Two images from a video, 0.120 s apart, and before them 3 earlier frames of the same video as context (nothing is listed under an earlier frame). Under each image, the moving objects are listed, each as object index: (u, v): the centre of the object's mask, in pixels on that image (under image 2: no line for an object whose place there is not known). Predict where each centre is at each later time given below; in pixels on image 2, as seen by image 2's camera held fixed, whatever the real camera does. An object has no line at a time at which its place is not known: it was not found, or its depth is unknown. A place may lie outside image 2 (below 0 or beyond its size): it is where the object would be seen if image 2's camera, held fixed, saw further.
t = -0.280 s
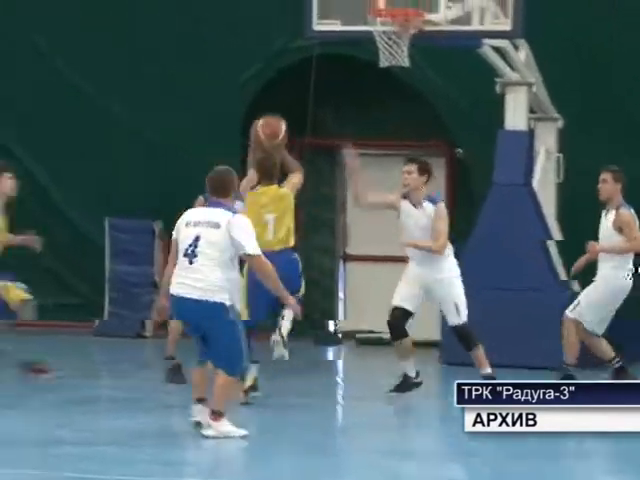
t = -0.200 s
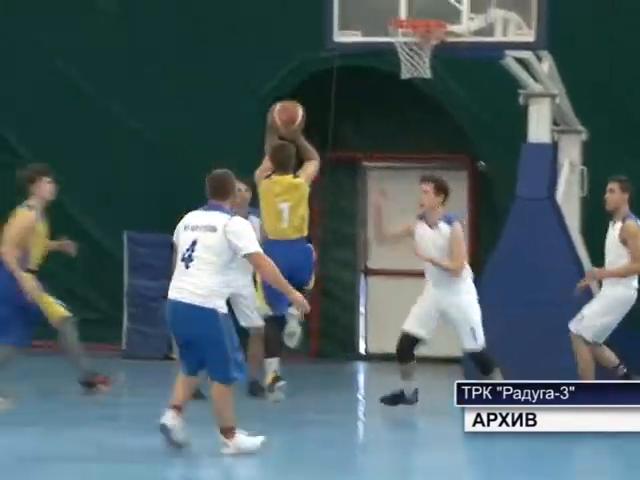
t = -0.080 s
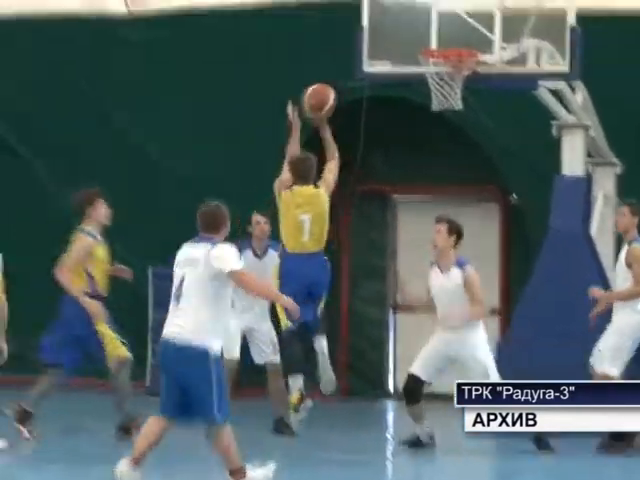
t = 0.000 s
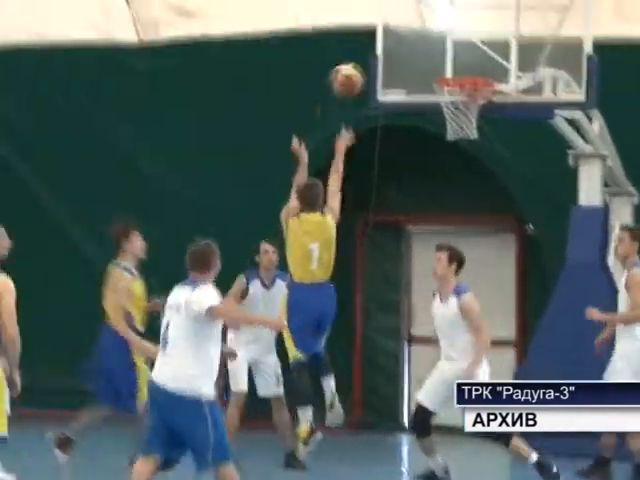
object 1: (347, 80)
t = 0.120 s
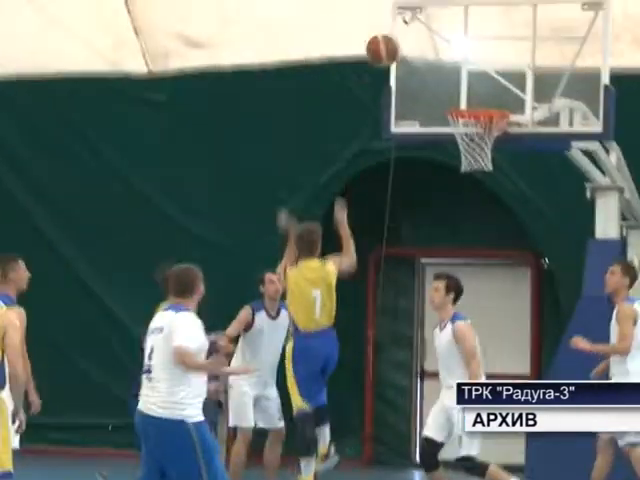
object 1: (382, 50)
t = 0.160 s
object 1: (390, 33)
